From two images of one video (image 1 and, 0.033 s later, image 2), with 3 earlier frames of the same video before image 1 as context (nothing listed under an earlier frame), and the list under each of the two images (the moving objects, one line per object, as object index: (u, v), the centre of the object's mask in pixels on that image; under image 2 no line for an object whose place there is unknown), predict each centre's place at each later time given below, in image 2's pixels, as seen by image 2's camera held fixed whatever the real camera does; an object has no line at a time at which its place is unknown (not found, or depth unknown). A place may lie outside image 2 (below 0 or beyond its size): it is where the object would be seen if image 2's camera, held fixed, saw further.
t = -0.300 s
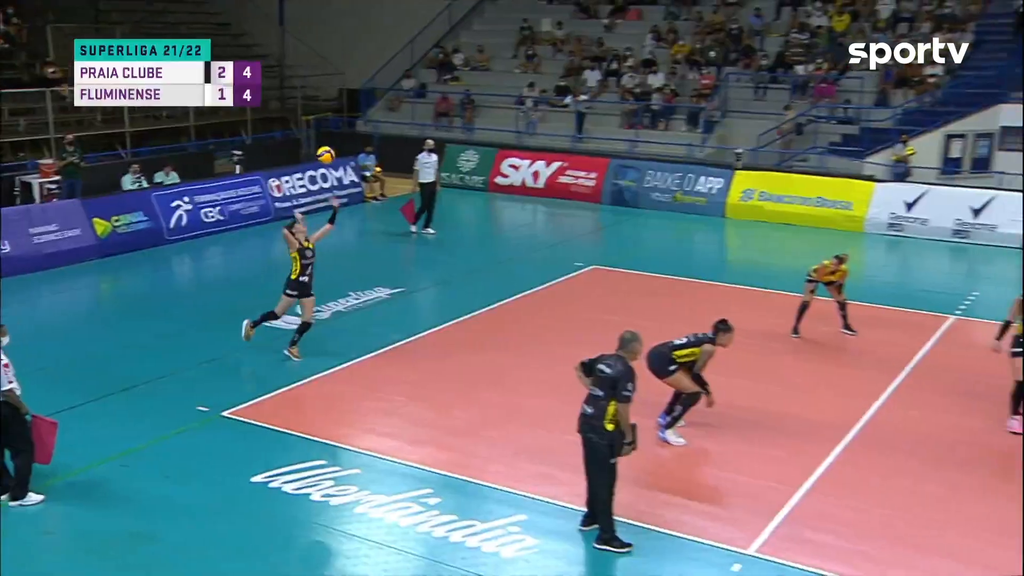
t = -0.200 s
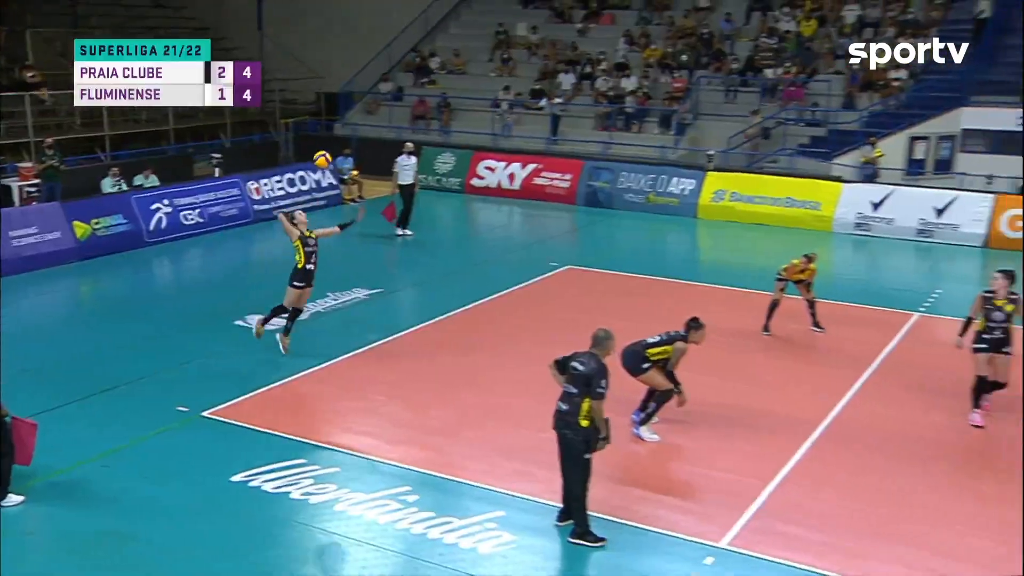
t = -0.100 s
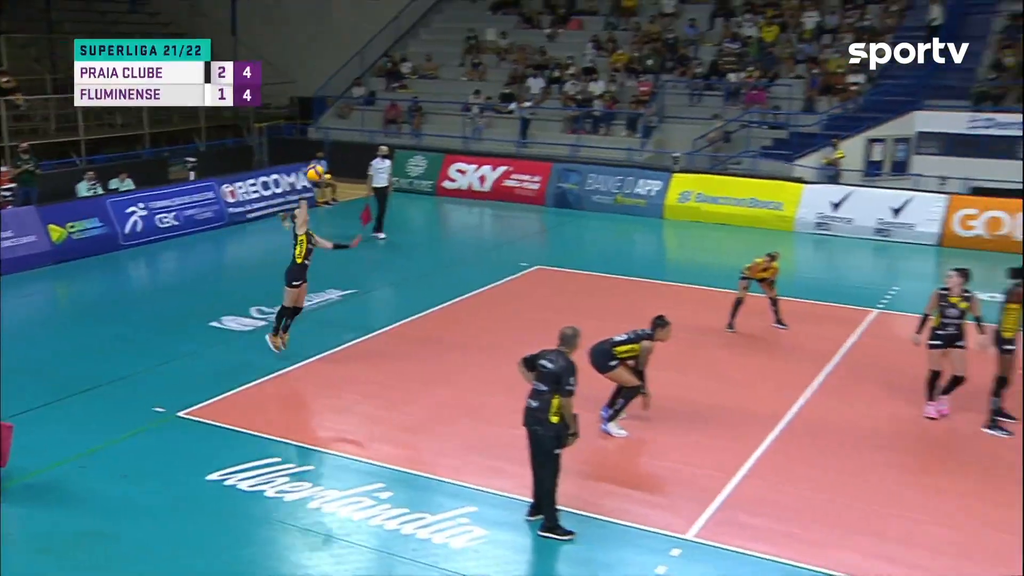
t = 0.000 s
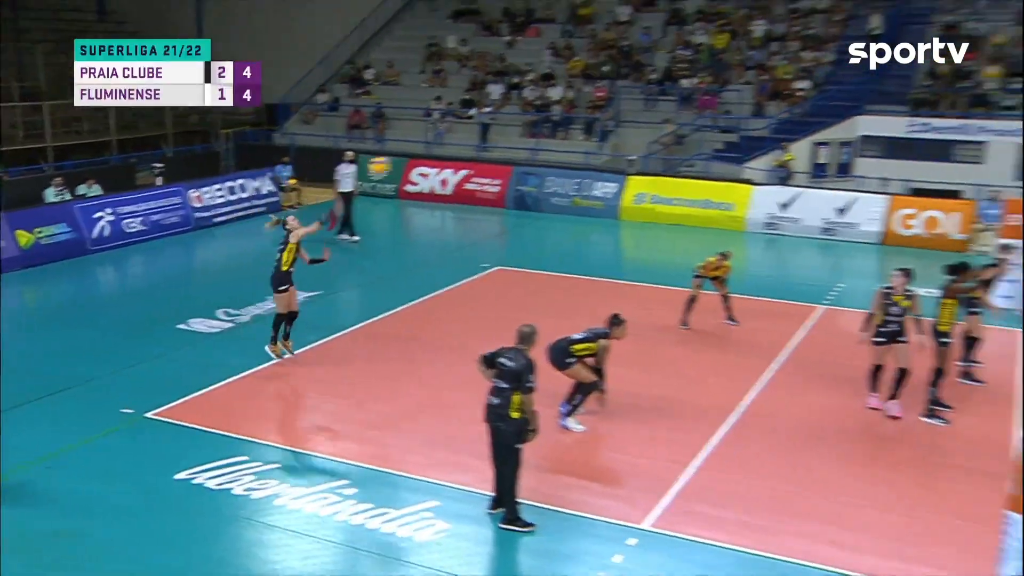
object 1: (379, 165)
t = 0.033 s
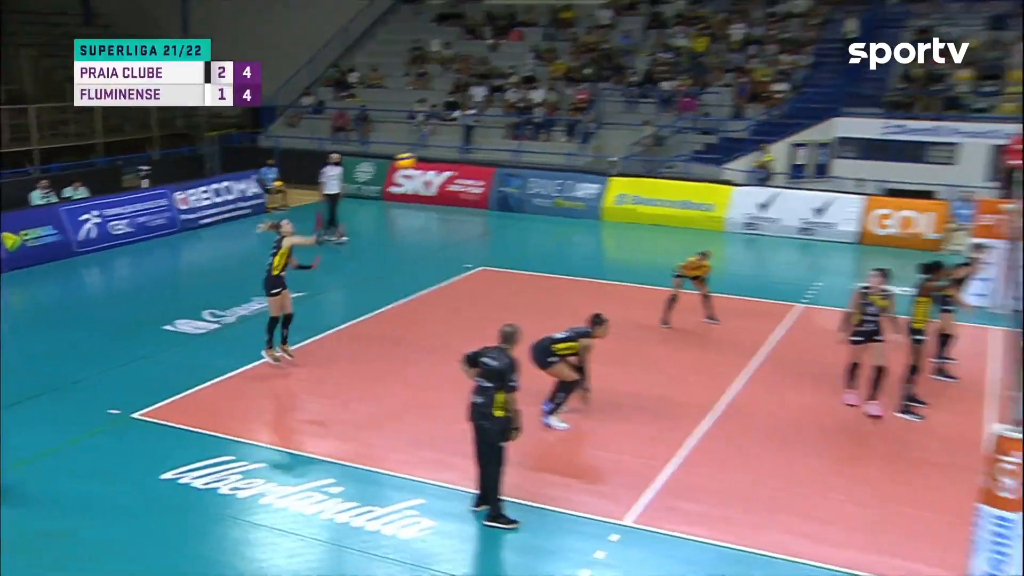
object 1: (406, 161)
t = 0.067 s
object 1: (445, 156)
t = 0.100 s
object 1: (484, 150)
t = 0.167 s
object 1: (559, 144)
